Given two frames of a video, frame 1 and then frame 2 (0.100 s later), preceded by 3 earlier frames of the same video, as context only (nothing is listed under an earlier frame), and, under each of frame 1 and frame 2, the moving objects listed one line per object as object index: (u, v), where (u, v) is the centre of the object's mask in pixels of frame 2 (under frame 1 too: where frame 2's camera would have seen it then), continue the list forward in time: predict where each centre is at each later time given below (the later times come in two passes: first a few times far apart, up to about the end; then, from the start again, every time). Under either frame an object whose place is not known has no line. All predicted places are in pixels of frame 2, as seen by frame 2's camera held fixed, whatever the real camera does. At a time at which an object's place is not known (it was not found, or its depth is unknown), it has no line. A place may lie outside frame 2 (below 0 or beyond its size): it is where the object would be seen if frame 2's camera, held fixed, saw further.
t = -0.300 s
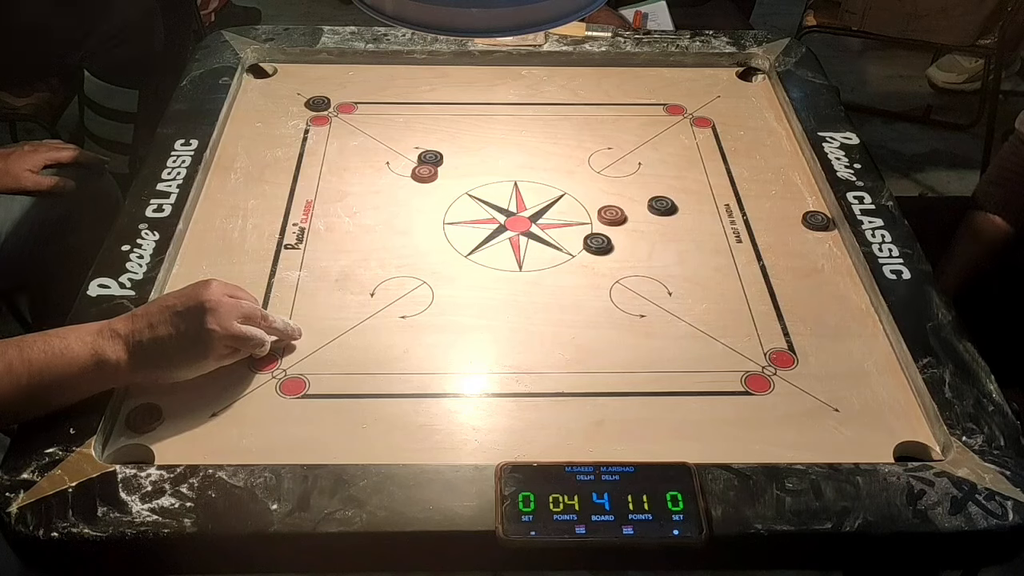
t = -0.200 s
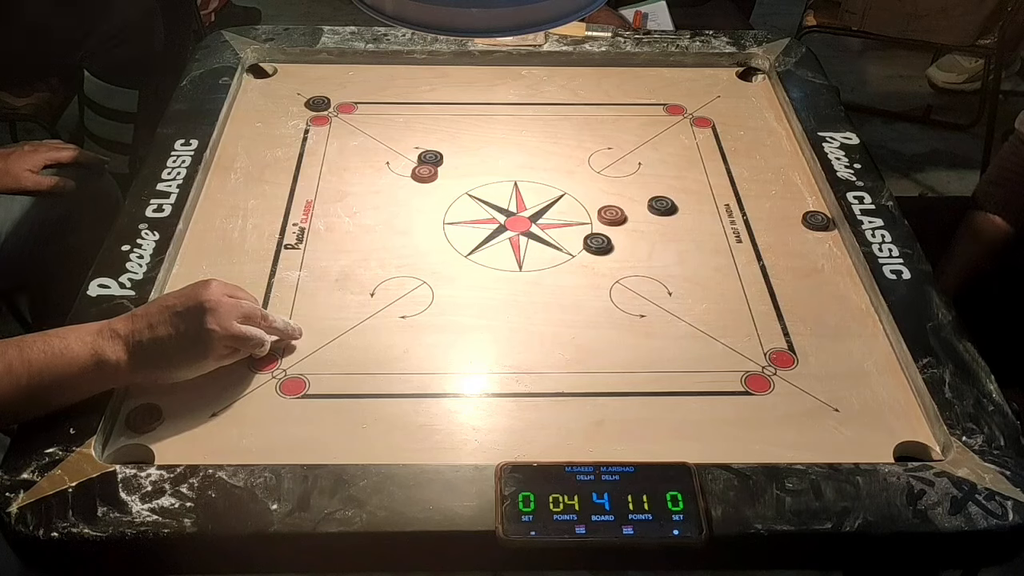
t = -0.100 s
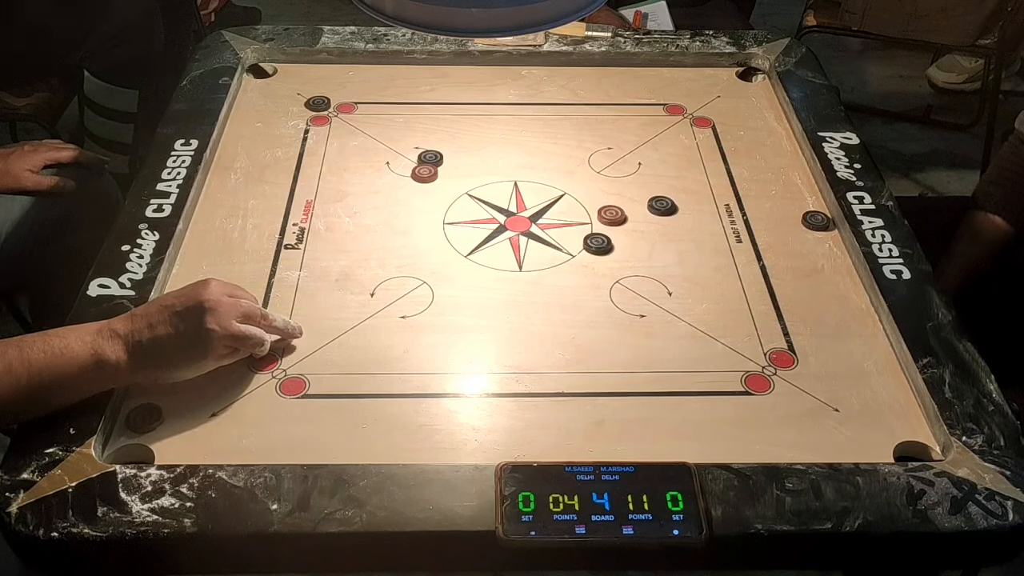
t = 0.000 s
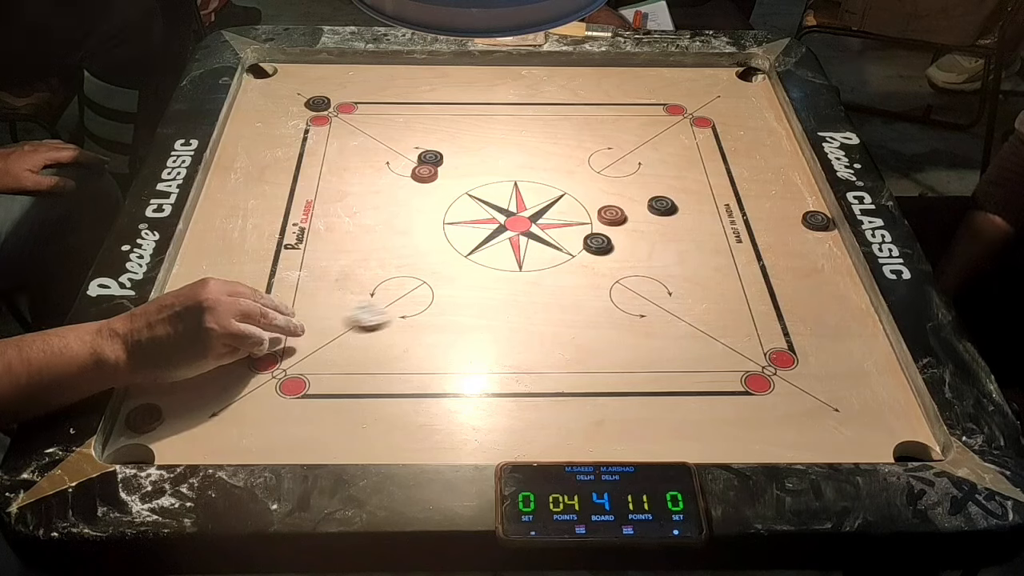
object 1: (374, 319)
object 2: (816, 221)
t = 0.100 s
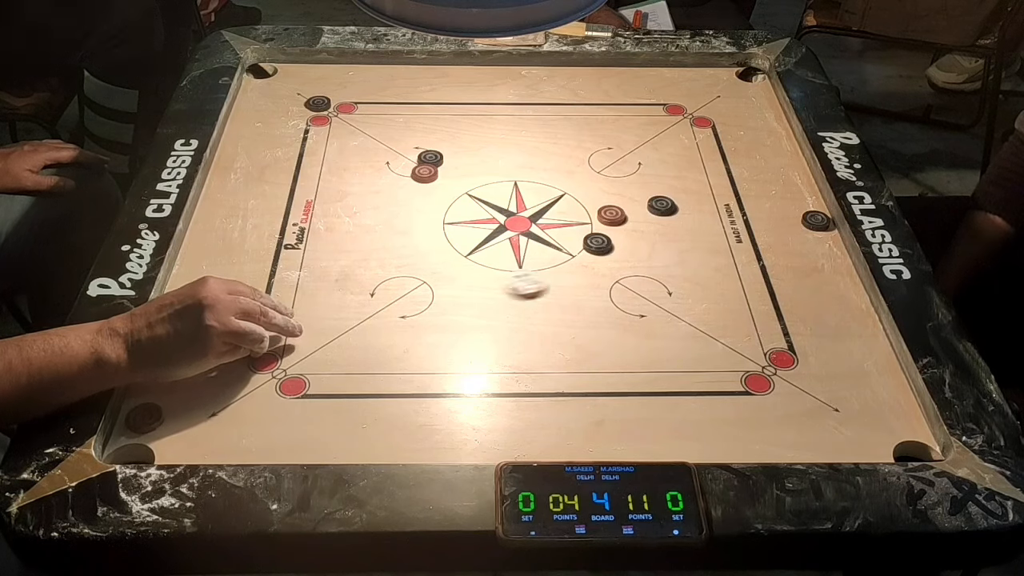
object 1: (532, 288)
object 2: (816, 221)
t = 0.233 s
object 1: (711, 252)
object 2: (816, 221)
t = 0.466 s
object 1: (806, 240)
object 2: (734, 160)
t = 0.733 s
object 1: (807, 242)
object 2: (648, 104)
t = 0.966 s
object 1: (807, 242)
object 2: (632, 93)
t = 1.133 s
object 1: (807, 242)
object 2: (632, 93)
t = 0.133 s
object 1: (580, 278)
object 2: (816, 221)
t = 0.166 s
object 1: (627, 268)
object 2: (816, 221)
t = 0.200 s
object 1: (670, 259)
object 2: (816, 221)
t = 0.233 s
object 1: (711, 252)
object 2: (816, 221)
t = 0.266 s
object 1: (748, 243)
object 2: (816, 221)
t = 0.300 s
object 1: (789, 237)
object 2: (816, 221)
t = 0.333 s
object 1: (807, 231)
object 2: (814, 212)
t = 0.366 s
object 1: (807, 234)
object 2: (791, 197)
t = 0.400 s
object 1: (805, 236)
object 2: (770, 184)
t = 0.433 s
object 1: (806, 238)
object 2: (751, 171)
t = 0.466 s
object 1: (806, 240)
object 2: (734, 160)
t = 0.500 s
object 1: (806, 241)
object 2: (719, 150)
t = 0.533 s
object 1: (806, 241)
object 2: (704, 141)
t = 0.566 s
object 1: (806, 242)
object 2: (692, 133)
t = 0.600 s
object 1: (806, 242)
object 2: (681, 125)
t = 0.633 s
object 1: (806, 242)
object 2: (671, 119)
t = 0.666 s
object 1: (807, 242)
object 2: (662, 113)
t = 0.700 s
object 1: (806, 242)
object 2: (655, 108)
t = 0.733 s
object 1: (807, 242)
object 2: (648, 104)
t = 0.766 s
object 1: (806, 242)
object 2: (643, 100)
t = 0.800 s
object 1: (807, 242)
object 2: (639, 98)
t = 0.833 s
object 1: (807, 242)
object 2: (636, 96)
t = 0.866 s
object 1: (807, 242)
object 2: (634, 94)
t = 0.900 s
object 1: (807, 242)
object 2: (632, 94)
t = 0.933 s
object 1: (807, 242)
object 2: (632, 93)
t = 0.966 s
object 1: (807, 242)
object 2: (632, 93)
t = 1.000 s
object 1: (807, 242)
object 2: (632, 93)
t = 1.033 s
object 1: (807, 242)
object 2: (632, 93)
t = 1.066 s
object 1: (807, 242)
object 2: (632, 93)
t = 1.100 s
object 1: (807, 242)
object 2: (632, 93)
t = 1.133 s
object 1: (807, 242)
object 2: (632, 93)
